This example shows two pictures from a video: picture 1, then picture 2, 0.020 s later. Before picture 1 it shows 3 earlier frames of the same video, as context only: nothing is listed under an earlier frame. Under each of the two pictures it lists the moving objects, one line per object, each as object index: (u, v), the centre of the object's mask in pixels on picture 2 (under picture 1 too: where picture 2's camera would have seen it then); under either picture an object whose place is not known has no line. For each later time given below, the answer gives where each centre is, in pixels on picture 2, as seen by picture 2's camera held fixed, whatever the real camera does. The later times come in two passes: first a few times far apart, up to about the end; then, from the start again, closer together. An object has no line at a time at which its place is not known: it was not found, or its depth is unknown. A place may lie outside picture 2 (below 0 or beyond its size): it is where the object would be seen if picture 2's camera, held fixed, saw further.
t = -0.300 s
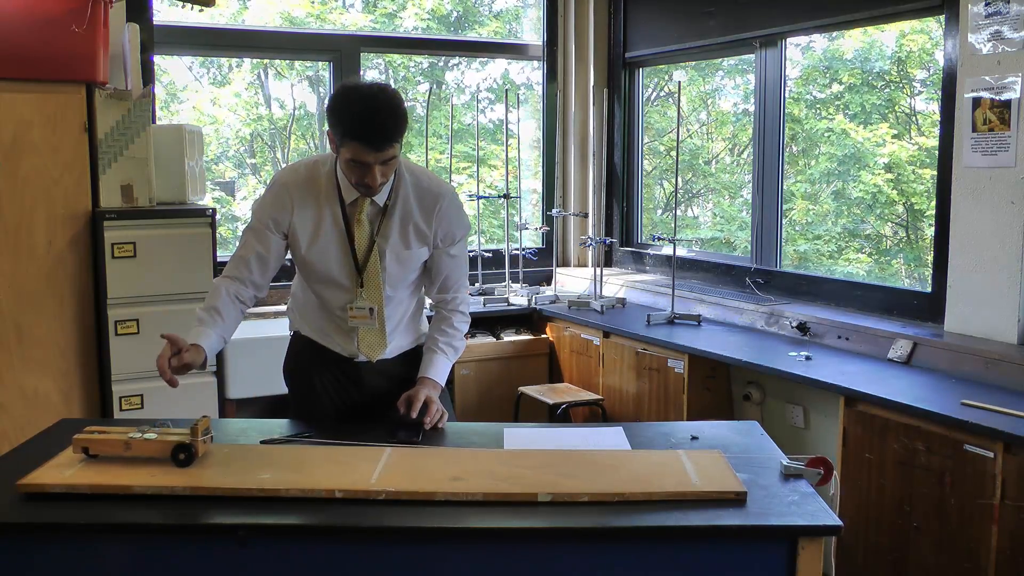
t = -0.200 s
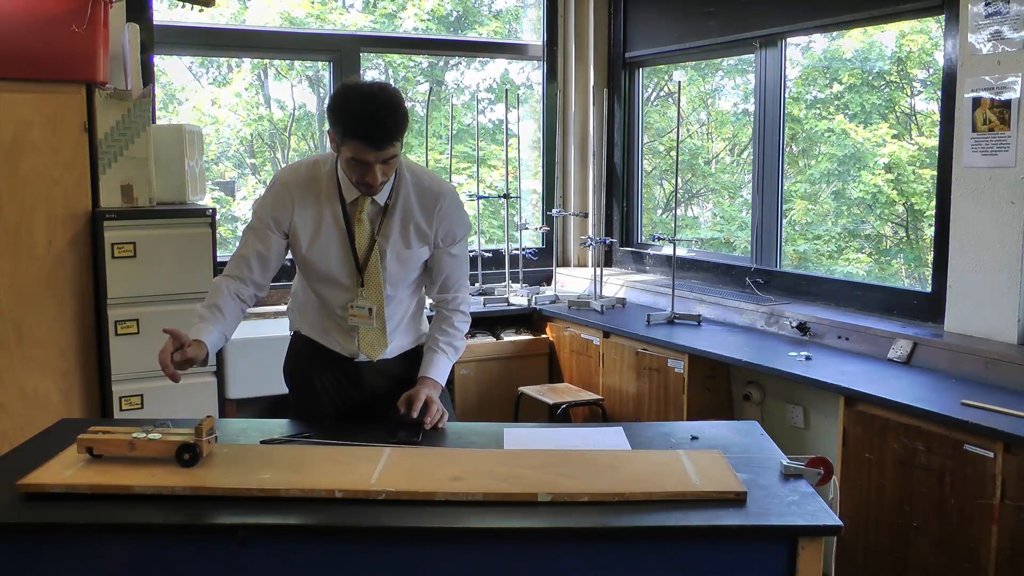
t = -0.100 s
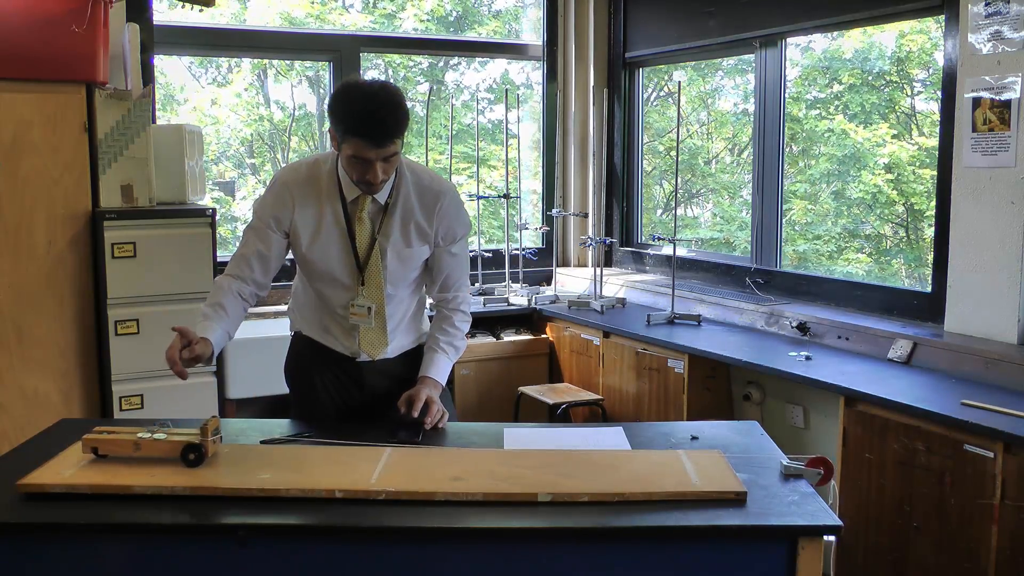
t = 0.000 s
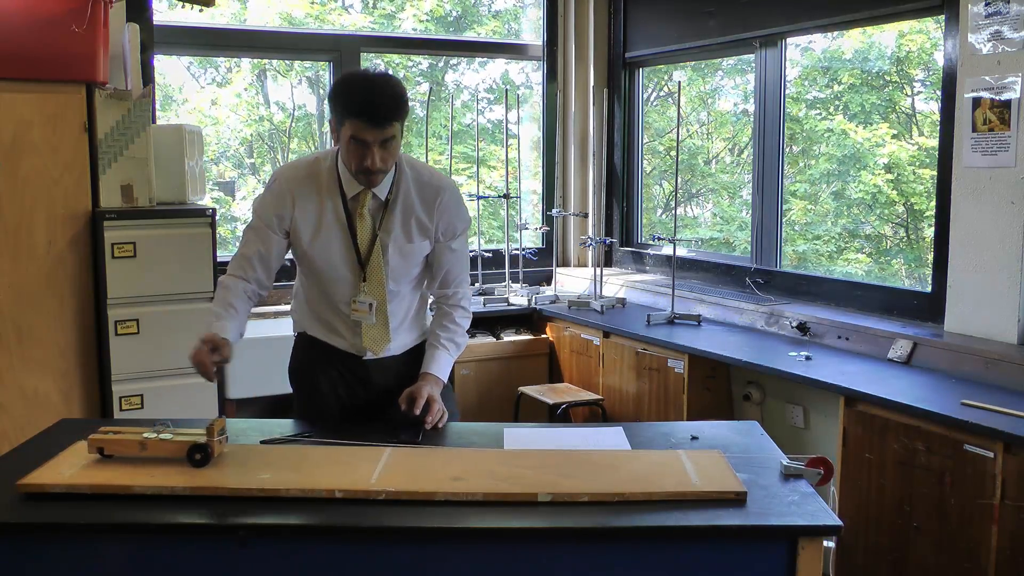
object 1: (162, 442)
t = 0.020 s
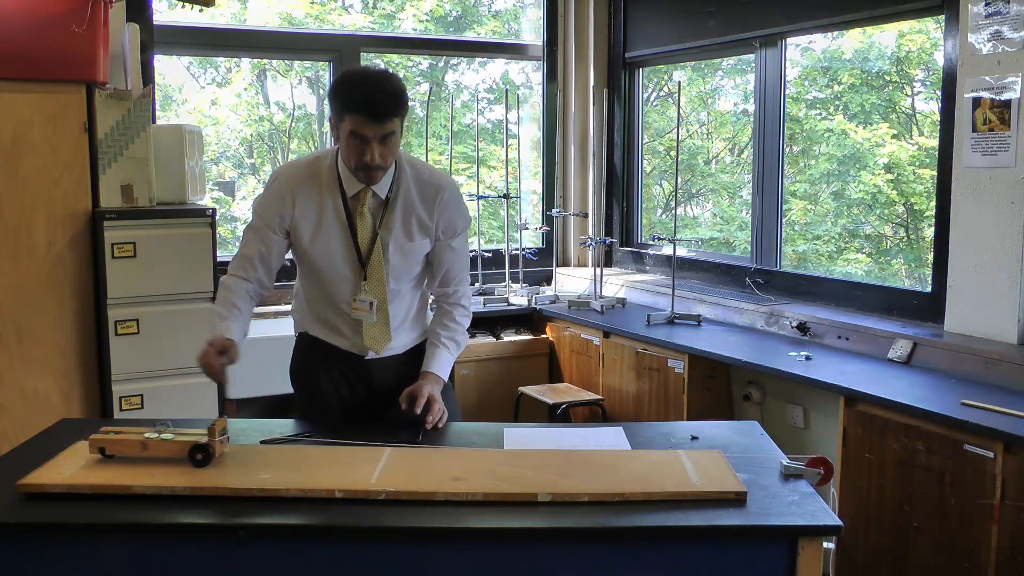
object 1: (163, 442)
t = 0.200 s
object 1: (176, 442)
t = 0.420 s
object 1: (194, 443)
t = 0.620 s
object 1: (214, 443)
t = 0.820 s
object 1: (238, 444)
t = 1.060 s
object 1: (269, 444)
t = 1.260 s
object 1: (299, 445)
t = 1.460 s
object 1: (332, 446)
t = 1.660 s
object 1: (370, 447)
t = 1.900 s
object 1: (419, 448)
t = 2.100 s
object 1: (462, 448)
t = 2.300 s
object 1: (508, 449)
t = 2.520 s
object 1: (558, 449)
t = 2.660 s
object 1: (590, 449)
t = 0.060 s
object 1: (166, 442)
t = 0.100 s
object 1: (169, 442)
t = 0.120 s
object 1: (170, 442)
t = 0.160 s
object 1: (173, 442)
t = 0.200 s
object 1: (176, 442)
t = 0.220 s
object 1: (177, 442)
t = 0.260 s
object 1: (181, 443)
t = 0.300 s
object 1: (184, 442)
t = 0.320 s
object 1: (185, 443)
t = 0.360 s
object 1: (189, 443)
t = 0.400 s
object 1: (192, 443)
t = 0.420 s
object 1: (194, 443)
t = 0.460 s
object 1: (198, 443)
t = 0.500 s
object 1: (202, 443)
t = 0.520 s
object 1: (204, 443)
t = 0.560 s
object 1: (208, 443)
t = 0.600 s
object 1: (211, 443)
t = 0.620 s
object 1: (214, 443)
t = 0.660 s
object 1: (219, 443)
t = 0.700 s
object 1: (223, 443)
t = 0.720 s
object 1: (225, 444)
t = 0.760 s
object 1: (230, 444)
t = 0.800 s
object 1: (235, 444)
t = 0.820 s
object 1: (238, 444)
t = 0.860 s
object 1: (242, 444)
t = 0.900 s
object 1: (247, 444)
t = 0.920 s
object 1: (250, 444)
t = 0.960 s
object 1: (255, 444)
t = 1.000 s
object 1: (260, 444)
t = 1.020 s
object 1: (263, 444)
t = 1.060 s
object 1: (269, 444)
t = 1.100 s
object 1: (275, 444)
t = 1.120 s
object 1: (278, 444)
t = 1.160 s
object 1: (284, 445)
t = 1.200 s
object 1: (289, 445)
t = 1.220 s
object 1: (293, 445)
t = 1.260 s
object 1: (299, 445)
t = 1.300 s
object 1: (306, 445)
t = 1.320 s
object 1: (309, 445)
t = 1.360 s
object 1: (316, 445)
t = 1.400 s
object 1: (322, 446)
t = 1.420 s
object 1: (325, 445)
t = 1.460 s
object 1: (332, 446)
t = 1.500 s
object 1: (339, 445)
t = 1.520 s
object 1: (343, 446)
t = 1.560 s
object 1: (351, 446)
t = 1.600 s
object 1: (358, 446)
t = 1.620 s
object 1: (362, 447)
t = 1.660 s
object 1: (370, 447)
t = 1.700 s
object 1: (378, 446)
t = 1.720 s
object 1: (382, 447)
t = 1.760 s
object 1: (390, 447)
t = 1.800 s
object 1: (398, 447)
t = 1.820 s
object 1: (402, 447)
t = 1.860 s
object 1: (410, 447)
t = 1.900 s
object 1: (419, 448)
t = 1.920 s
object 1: (423, 448)
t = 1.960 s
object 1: (432, 448)
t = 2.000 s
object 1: (440, 448)
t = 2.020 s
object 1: (444, 448)
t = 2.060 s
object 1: (454, 448)
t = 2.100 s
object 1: (462, 448)
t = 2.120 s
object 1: (467, 448)
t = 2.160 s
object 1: (476, 449)
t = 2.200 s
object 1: (485, 448)
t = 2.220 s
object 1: (490, 448)
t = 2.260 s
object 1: (499, 449)
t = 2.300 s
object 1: (508, 449)
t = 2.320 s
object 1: (513, 449)
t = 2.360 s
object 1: (522, 449)
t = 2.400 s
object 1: (531, 449)
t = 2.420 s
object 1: (536, 449)
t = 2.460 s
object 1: (545, 449)
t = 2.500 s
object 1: (554, 449)
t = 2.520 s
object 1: (558, 449)
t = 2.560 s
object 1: (568, 449)
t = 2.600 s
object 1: (577, 449)
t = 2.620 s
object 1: (581, 449)
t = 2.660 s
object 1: (590, 449)
